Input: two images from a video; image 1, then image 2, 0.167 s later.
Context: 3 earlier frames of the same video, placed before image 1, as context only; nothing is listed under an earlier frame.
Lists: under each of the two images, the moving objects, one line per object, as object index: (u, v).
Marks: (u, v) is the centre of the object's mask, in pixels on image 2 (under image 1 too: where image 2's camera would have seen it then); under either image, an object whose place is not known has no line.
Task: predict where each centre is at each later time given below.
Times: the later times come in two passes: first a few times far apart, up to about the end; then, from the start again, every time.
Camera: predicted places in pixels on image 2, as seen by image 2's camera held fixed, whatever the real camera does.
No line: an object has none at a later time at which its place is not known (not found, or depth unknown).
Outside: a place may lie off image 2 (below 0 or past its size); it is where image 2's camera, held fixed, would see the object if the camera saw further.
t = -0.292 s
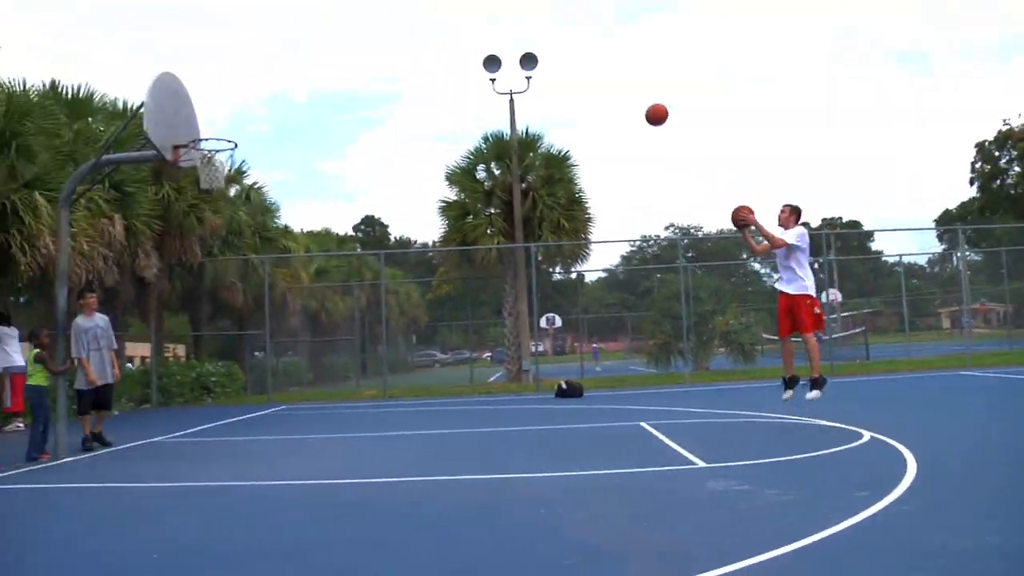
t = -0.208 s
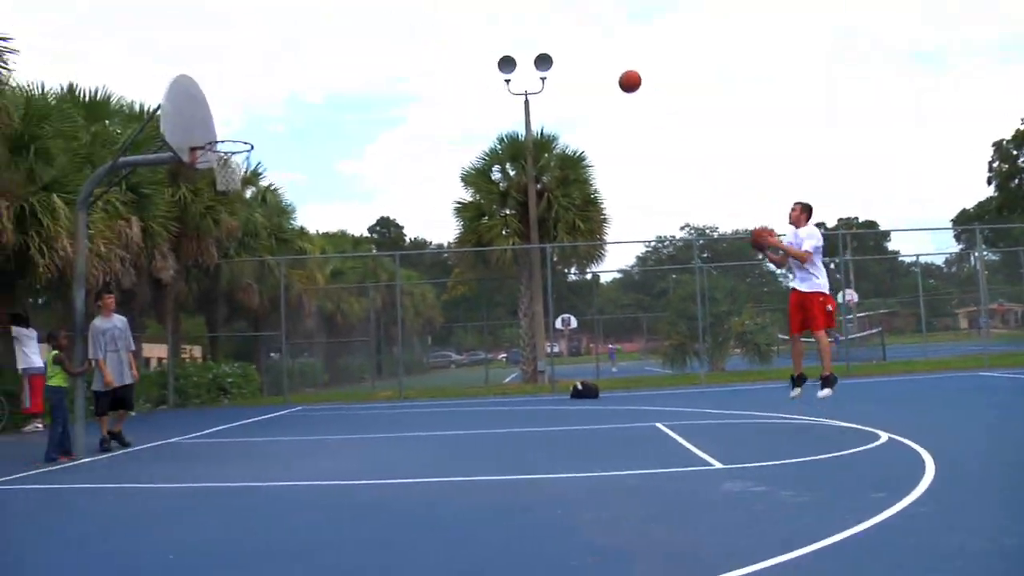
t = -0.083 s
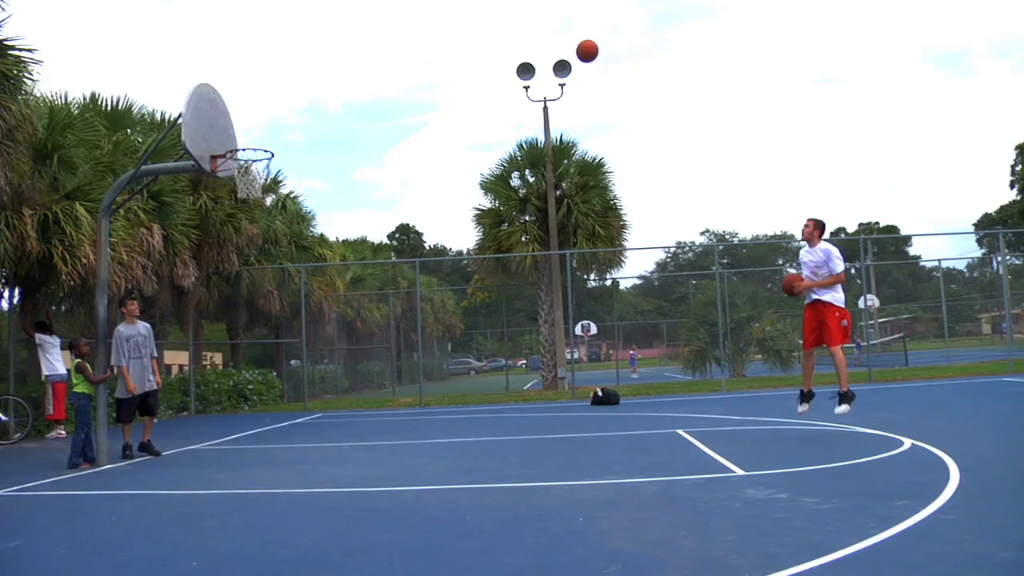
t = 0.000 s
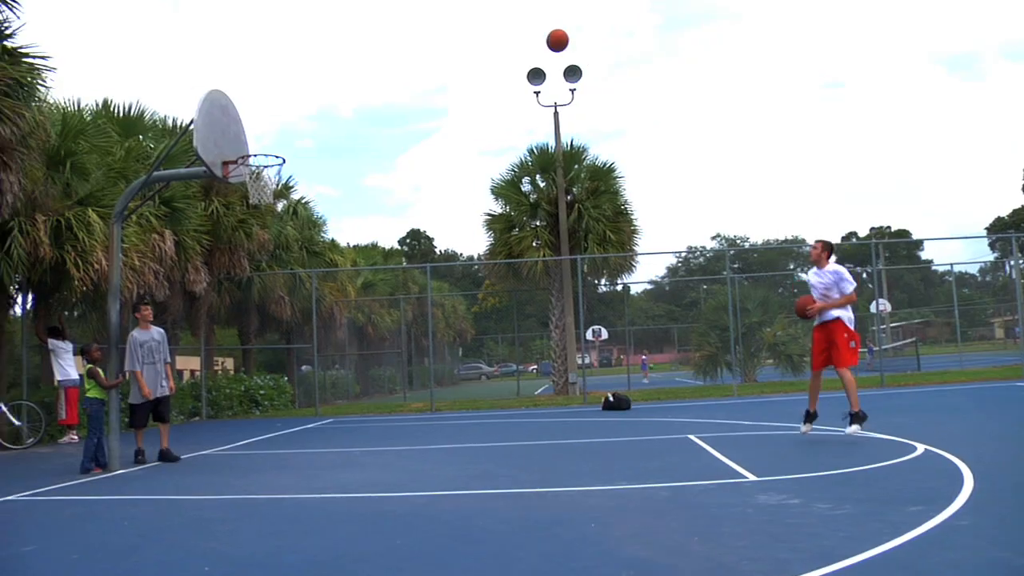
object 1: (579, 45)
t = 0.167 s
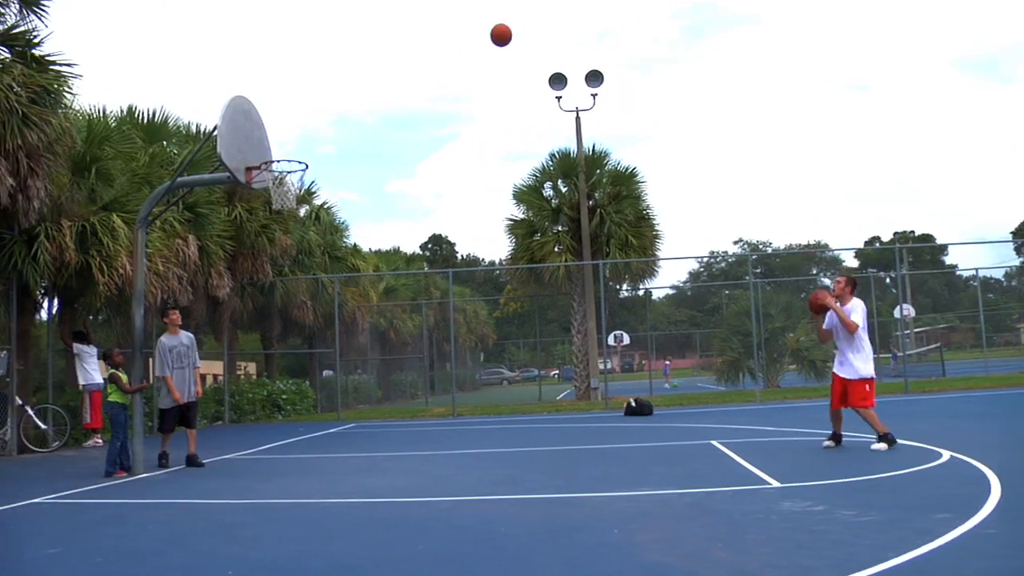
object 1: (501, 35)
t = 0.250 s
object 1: (463, 39)
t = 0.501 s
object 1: (352, 90)
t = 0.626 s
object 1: (298, 137)
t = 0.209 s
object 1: (482, 36)
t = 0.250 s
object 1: (463, 39)
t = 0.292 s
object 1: (444, 44)
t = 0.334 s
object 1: (425, 50)
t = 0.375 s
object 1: (407, 57)
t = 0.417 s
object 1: (389, 66)
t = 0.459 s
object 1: (370, 77)
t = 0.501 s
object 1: (352, 90)
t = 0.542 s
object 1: (334, 104)
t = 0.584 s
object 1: (316, 120)
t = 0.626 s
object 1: (298, 137)
